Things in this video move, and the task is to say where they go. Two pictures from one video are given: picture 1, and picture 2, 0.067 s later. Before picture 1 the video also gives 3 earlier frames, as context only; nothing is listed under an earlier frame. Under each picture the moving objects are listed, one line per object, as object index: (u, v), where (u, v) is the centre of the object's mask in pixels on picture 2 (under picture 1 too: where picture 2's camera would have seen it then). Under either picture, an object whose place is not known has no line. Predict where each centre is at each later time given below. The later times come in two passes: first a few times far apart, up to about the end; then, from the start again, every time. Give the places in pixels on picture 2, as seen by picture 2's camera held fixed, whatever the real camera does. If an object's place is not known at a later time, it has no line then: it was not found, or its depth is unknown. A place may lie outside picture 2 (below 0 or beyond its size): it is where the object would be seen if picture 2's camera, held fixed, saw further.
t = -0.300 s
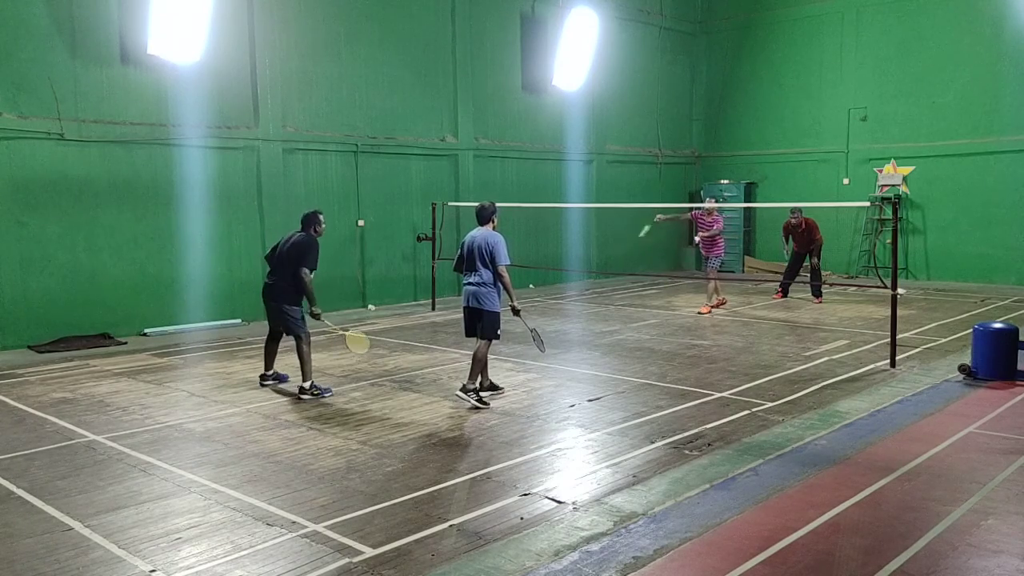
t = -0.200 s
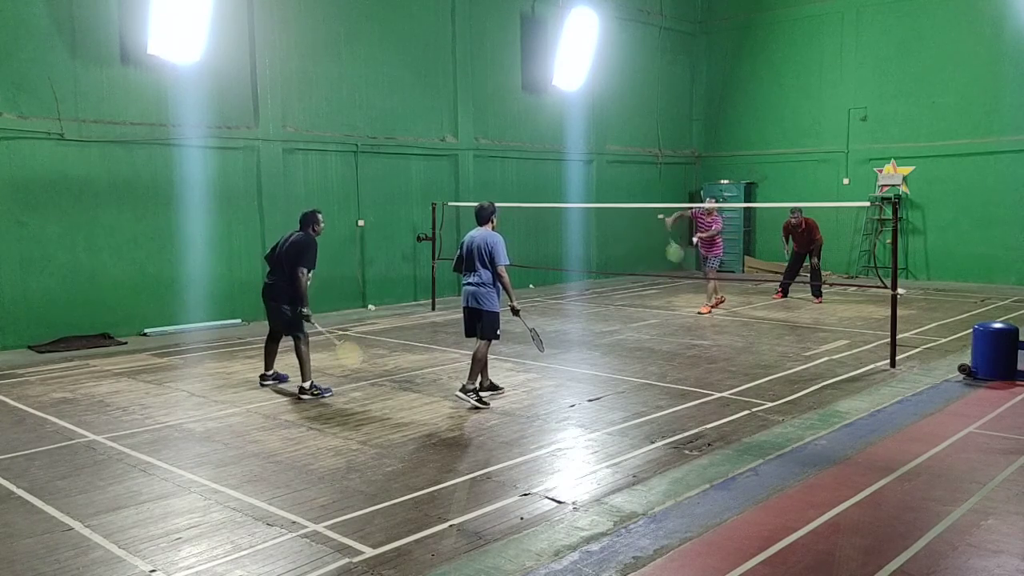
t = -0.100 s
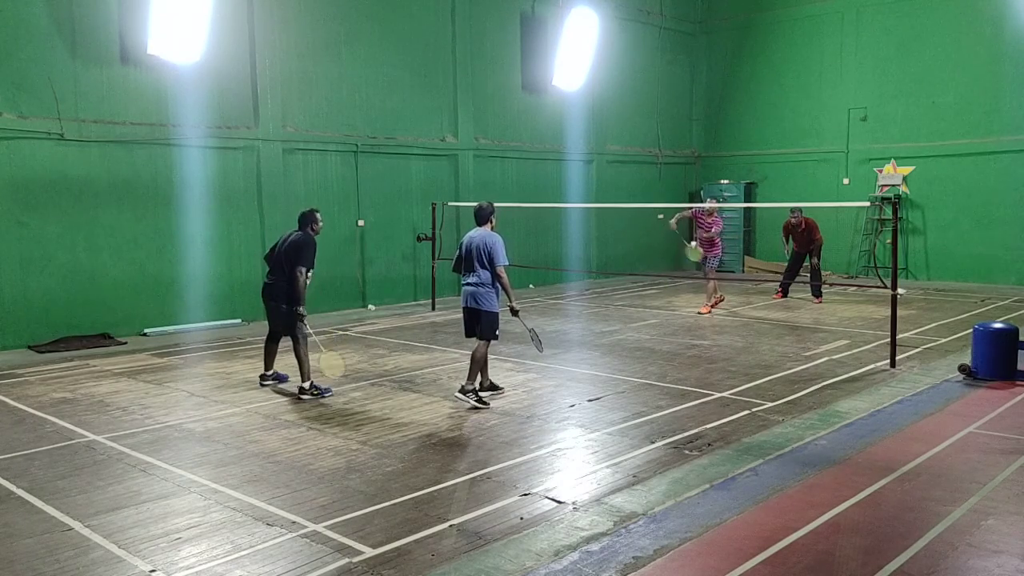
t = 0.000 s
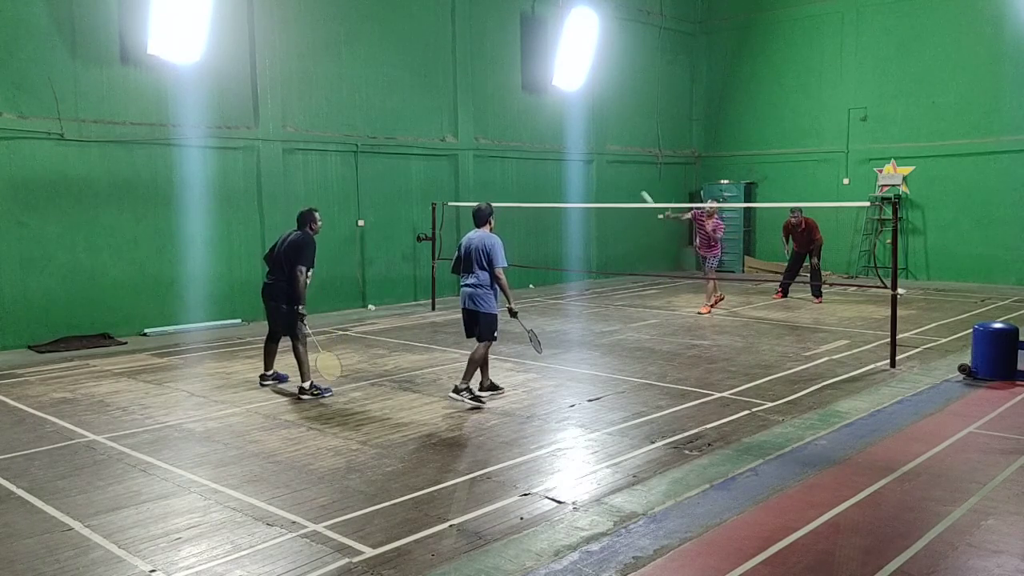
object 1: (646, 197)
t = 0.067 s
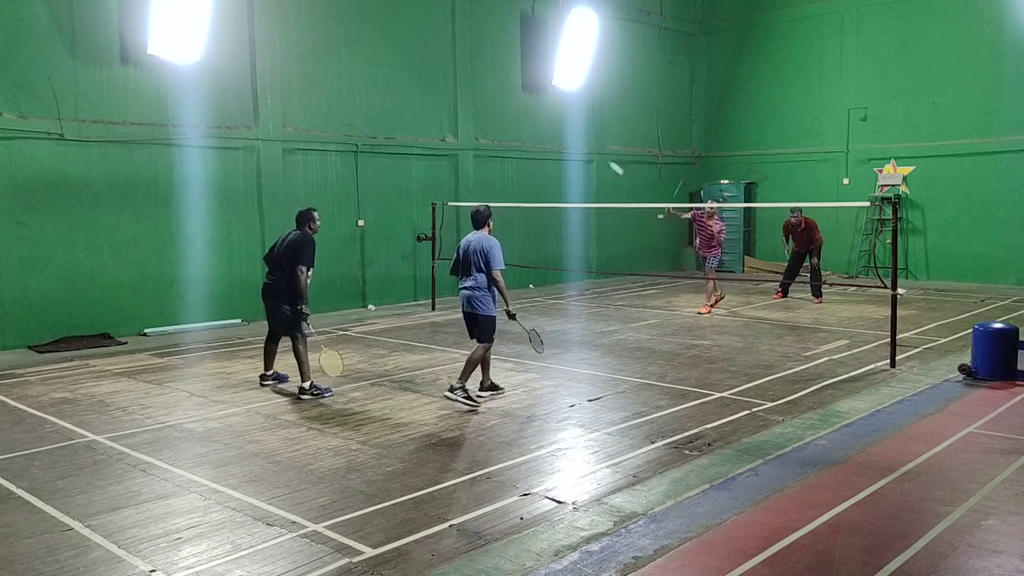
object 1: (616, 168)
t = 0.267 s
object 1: (525, 102)
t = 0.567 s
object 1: (406, 81)
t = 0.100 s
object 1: (599, 154)
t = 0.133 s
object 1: (584, 142)
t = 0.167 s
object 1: (569, 130)
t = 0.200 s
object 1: (554, 119)
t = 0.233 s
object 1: (540, 110)
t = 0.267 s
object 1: (525, 102)
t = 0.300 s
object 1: (512, 95)
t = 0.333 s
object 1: (498, 89)
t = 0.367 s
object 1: (484, 84)
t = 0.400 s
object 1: (470, 80)
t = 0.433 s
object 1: (457, 78)
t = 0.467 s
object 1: (444, 77)
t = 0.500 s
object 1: (432, 77)
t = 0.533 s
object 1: (418, 78)
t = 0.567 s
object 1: (406, 81)
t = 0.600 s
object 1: (393, 84)
